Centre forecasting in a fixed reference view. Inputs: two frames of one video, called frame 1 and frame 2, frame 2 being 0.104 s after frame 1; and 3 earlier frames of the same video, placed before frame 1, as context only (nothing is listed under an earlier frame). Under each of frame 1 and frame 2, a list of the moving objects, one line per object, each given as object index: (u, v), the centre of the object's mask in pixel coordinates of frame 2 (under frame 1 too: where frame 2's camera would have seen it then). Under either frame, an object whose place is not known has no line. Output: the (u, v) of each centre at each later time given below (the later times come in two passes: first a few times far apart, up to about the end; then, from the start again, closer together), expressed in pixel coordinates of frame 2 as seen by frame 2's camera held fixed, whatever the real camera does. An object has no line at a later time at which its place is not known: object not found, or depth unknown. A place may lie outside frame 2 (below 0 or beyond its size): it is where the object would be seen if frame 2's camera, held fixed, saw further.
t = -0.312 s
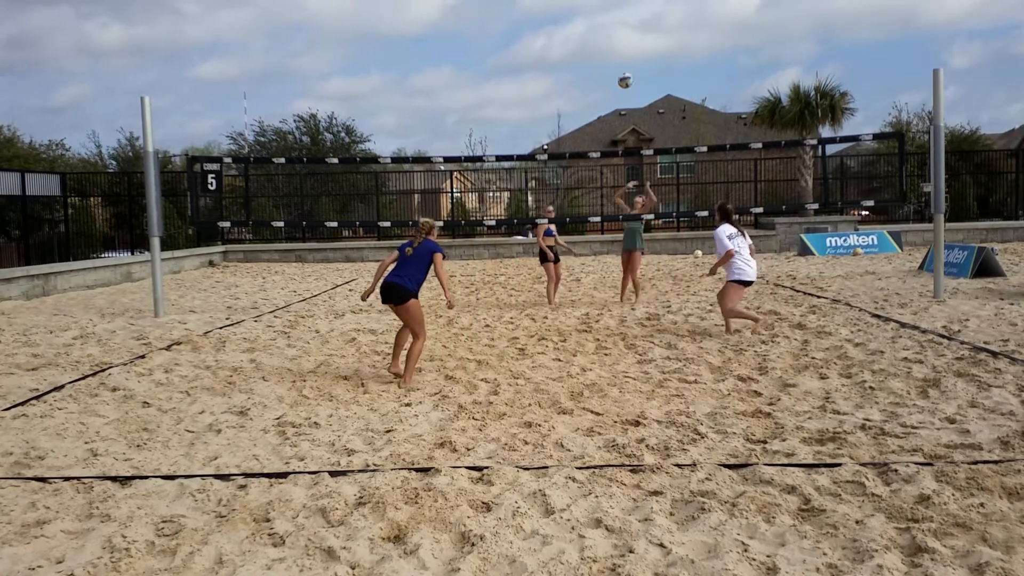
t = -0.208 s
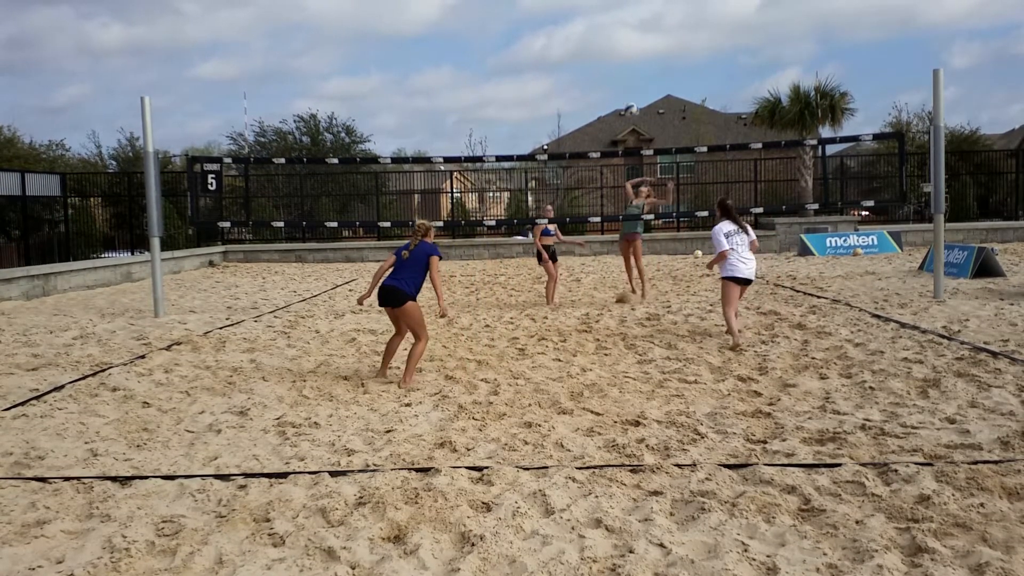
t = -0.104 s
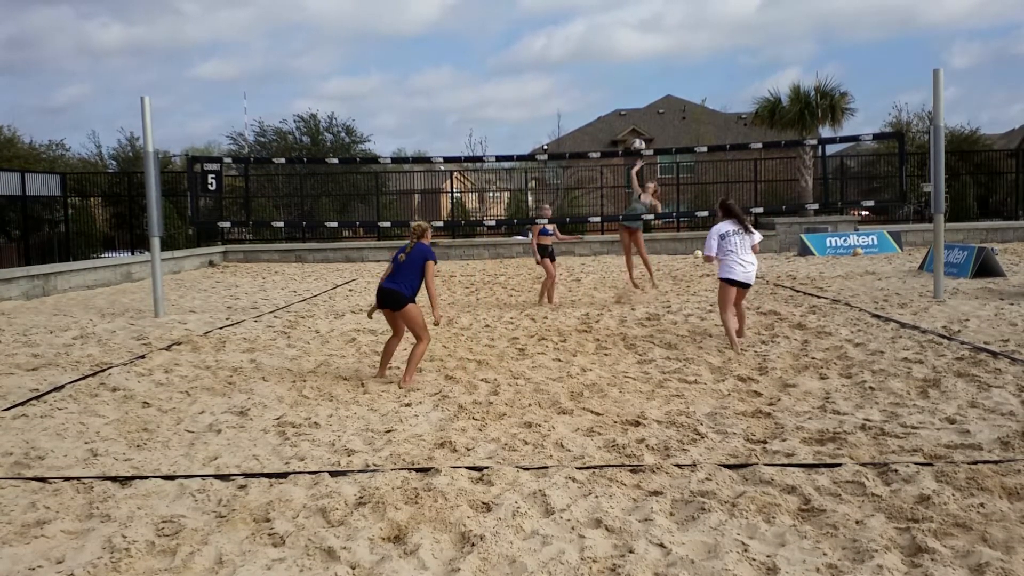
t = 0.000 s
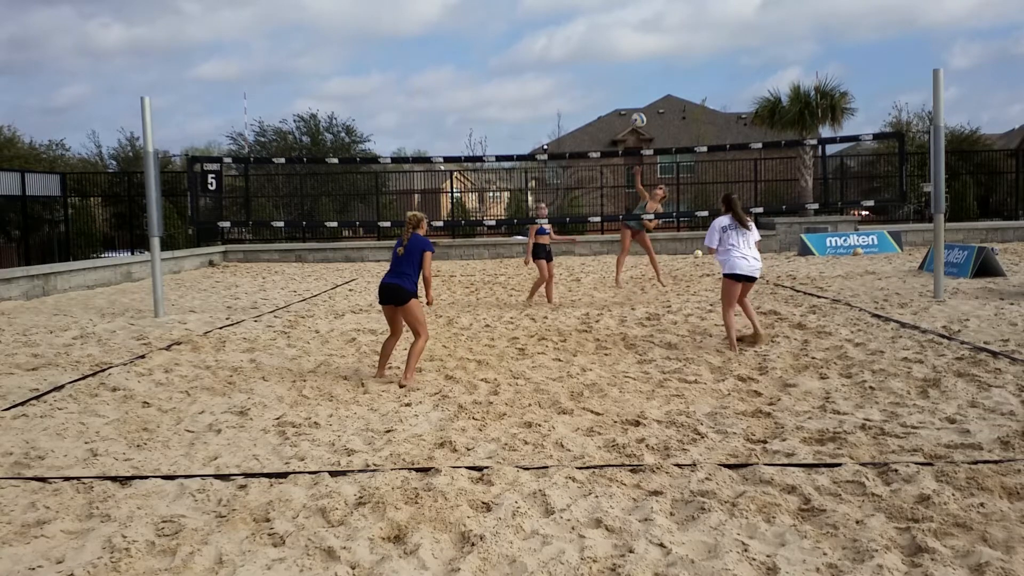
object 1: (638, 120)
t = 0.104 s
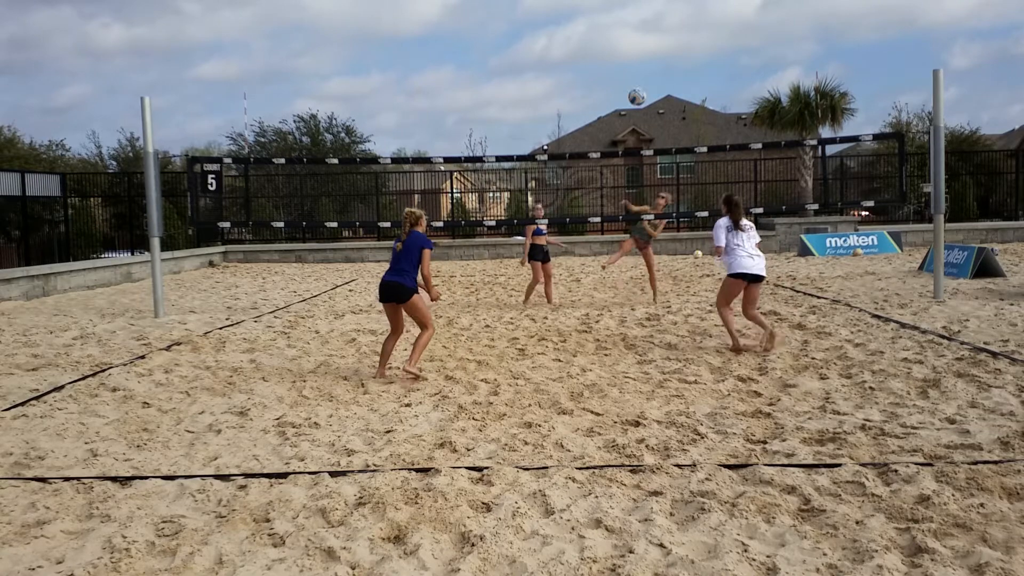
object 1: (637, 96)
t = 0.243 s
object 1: (636, 73)
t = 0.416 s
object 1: (635, 61)
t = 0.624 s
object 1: (636, 92)
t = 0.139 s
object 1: (637, 90)
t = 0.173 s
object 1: (636, 83)
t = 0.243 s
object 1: (636, 73)
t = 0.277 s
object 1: (635, 68)
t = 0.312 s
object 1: (635, 65)
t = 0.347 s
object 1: (635, 63)
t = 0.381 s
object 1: (635, 61)
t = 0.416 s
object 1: (635, 61)
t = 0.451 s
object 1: (635, 62)
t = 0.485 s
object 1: (635, 65)
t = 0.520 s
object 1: (635, 69)
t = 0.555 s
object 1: (636, 74)
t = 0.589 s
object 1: (636, 82)
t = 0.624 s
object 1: (636, 92)
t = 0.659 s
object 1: (638, 103)
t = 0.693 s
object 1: (639, 117)
